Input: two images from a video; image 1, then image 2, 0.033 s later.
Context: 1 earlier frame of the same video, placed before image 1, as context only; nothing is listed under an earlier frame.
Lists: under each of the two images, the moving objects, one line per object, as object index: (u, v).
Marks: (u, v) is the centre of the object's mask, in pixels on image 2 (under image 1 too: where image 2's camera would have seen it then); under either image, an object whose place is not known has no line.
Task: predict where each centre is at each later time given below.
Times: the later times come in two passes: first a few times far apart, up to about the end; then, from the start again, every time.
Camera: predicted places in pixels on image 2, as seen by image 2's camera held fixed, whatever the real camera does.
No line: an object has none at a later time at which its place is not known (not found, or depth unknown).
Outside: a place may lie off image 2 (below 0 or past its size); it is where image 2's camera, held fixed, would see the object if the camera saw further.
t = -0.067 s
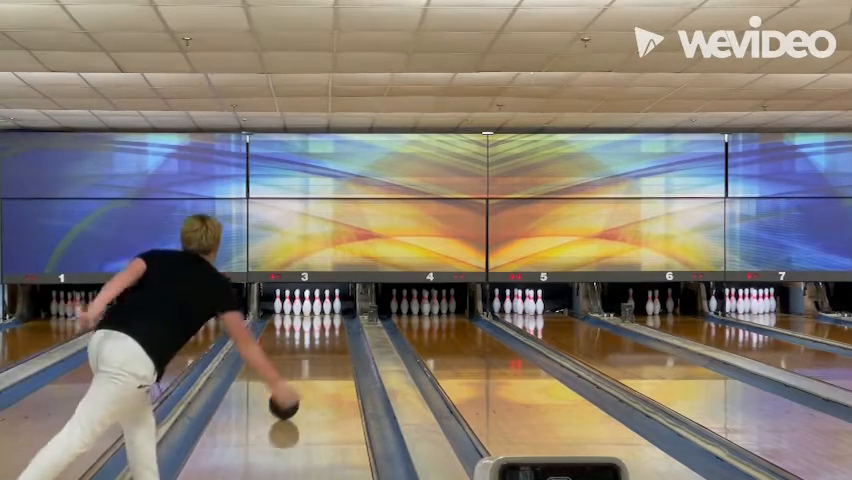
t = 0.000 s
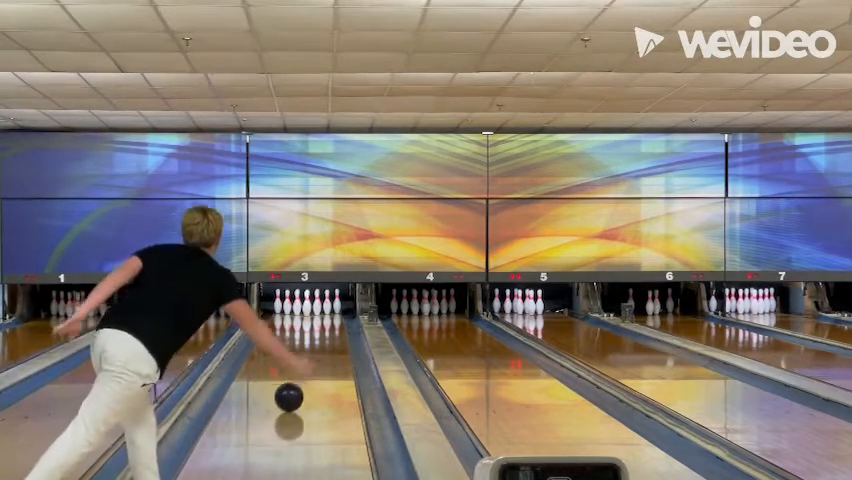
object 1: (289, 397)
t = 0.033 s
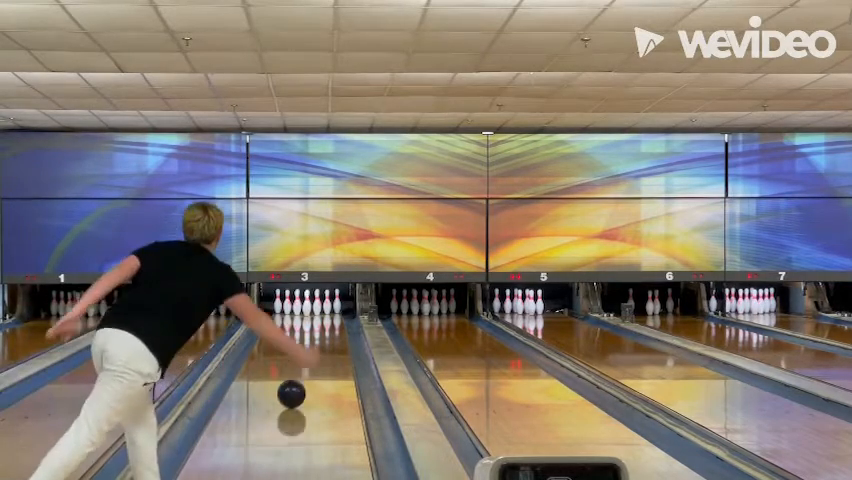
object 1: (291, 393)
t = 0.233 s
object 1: (303, 376)
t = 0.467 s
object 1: (313, 360)
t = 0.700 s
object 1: (320, 347)
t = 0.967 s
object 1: (325, 336)
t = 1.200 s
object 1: (326, 328)
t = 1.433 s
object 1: (325, 321)
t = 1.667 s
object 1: (321, 315)
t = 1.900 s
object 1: (315, 310)
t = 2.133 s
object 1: (319, 308)
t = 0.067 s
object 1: (293, 390)
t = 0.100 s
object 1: (295, 387)
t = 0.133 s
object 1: (298, 384)
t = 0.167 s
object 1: (300, 382)
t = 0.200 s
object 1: (301, 378)
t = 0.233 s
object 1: (303, 376)
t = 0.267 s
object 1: (305, 373)
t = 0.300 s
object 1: (307, 371)
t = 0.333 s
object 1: (308, 368)
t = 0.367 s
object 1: (309, 366)
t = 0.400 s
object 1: (311, 364)
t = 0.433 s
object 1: (312, 362)
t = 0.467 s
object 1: (313, 360)
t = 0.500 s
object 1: (315, 357)
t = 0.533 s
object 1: (315, 356)
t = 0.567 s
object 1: (316, 354)
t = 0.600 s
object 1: (317, 353)
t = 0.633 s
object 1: (318, 351)
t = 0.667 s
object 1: (319, 349)
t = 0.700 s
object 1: (320, 347)
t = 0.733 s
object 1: (321, 346)
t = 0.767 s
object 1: (321, 345)
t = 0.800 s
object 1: (322, 343)
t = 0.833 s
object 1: (323, 342)
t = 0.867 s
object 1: (323, 340)
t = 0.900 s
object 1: (324, 338)
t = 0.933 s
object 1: (324, 337)
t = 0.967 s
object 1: (325, 336)
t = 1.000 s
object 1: (325, 335)
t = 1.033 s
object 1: (325, 333)
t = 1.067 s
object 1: (326, 332)
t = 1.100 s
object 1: (326, 331)
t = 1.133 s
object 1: (326, 330)
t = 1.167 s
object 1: (326, 329)
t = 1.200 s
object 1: (326, 328)
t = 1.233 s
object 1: (326, 327)
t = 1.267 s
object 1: (326, 325)
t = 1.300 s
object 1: (326, 324)
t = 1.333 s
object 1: (326, 323)
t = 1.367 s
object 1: (326, 322)
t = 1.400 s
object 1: (325, 321)
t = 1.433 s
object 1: (325, 321)
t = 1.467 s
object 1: (325, 320)
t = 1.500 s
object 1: (324, 319)
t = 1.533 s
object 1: (324, 318)
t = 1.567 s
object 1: (323, 317)
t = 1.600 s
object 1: (322, 316)
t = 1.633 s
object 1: (321, 315)
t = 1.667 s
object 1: (321, 315)
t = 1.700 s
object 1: (320, 314)
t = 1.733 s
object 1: (319, 313)
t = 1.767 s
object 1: (318, 313)
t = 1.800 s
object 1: (317, 312)
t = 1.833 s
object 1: (317, 312)
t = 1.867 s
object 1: (316, 310)
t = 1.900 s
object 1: (315, 310)
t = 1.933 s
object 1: (315, 309)
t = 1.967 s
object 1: (316, 309)
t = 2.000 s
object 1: (316, 308)
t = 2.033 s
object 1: (317, 308)
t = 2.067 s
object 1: (319, 308)
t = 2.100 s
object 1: (319, 308)
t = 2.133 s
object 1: (319, 308)
